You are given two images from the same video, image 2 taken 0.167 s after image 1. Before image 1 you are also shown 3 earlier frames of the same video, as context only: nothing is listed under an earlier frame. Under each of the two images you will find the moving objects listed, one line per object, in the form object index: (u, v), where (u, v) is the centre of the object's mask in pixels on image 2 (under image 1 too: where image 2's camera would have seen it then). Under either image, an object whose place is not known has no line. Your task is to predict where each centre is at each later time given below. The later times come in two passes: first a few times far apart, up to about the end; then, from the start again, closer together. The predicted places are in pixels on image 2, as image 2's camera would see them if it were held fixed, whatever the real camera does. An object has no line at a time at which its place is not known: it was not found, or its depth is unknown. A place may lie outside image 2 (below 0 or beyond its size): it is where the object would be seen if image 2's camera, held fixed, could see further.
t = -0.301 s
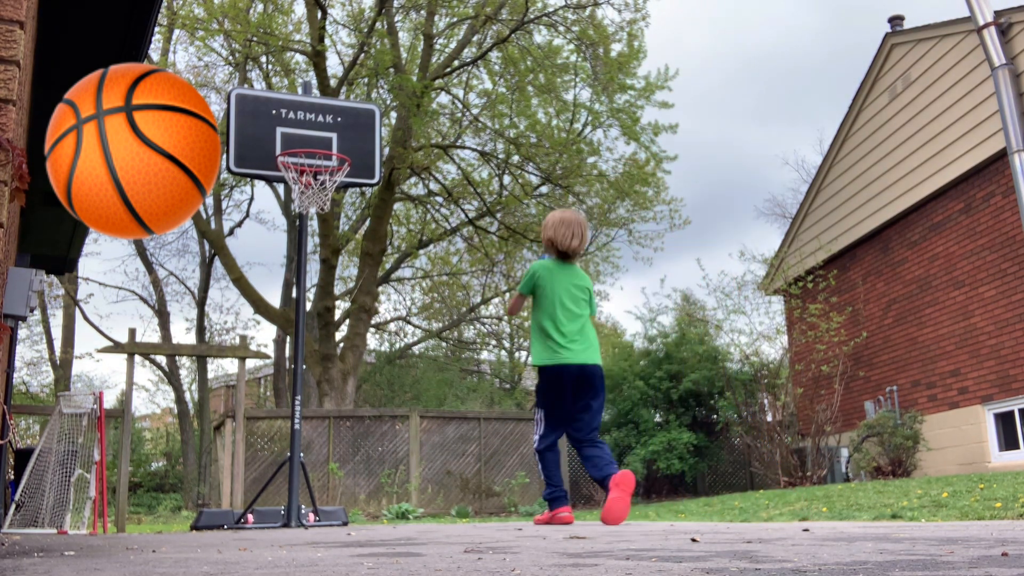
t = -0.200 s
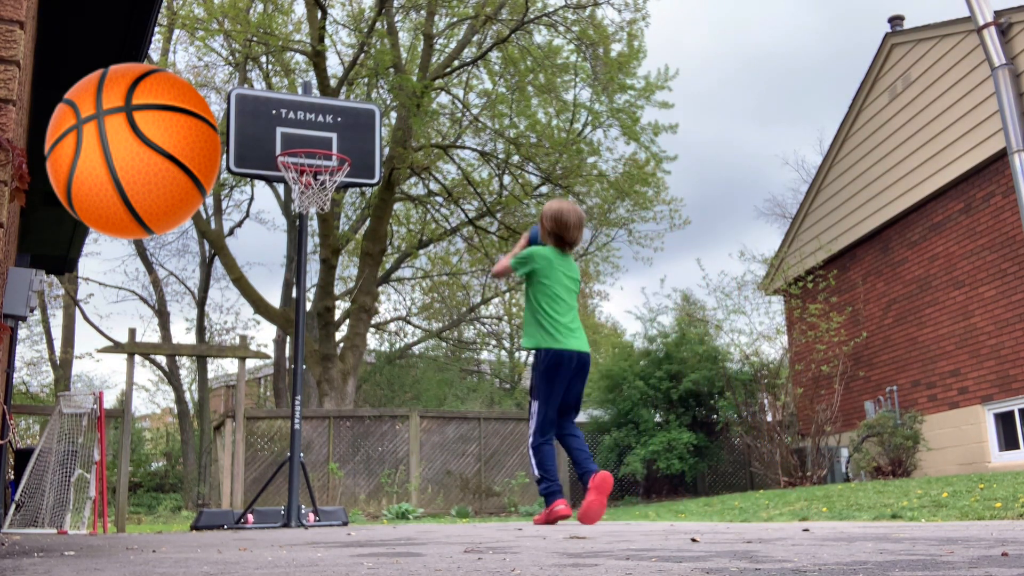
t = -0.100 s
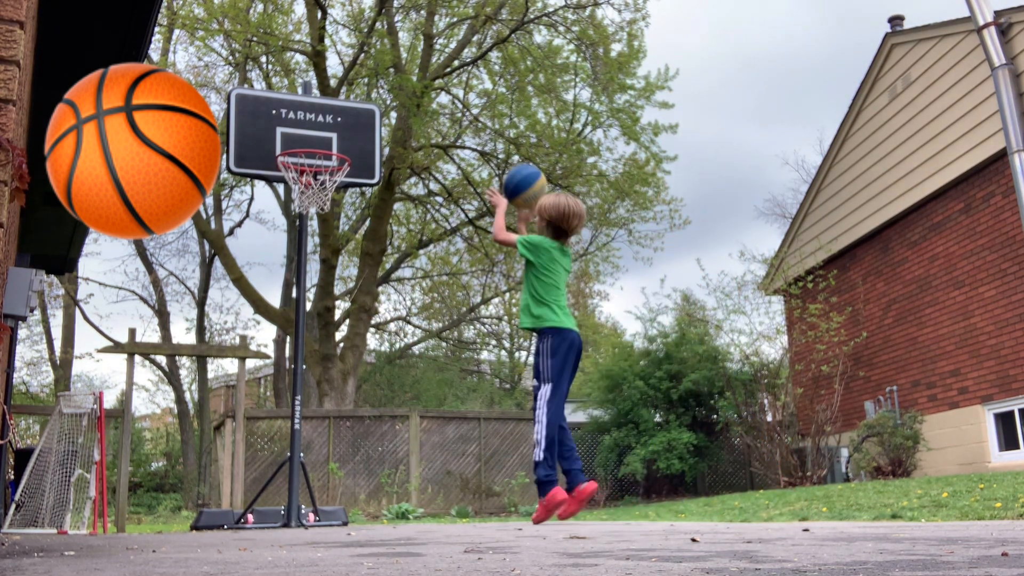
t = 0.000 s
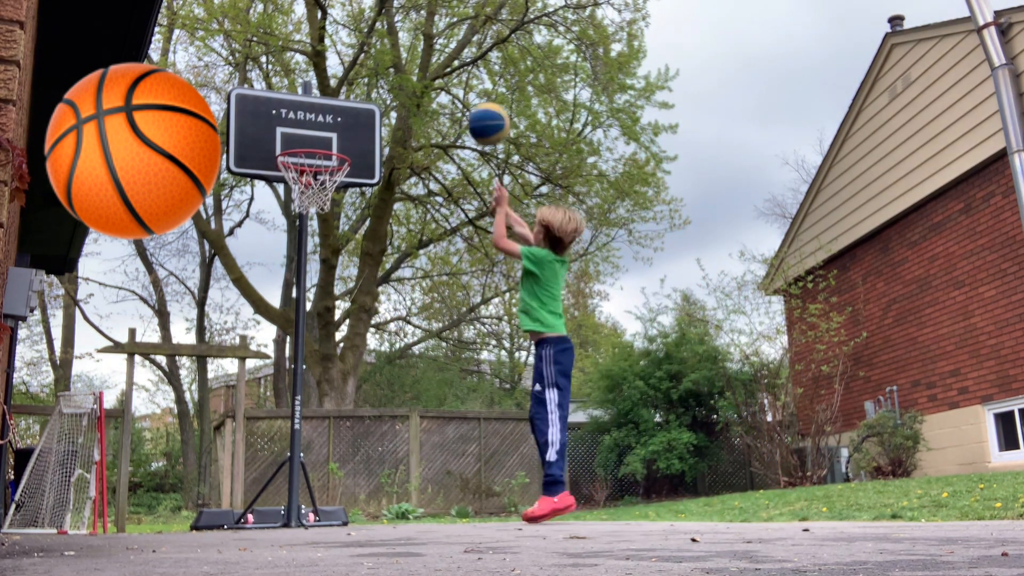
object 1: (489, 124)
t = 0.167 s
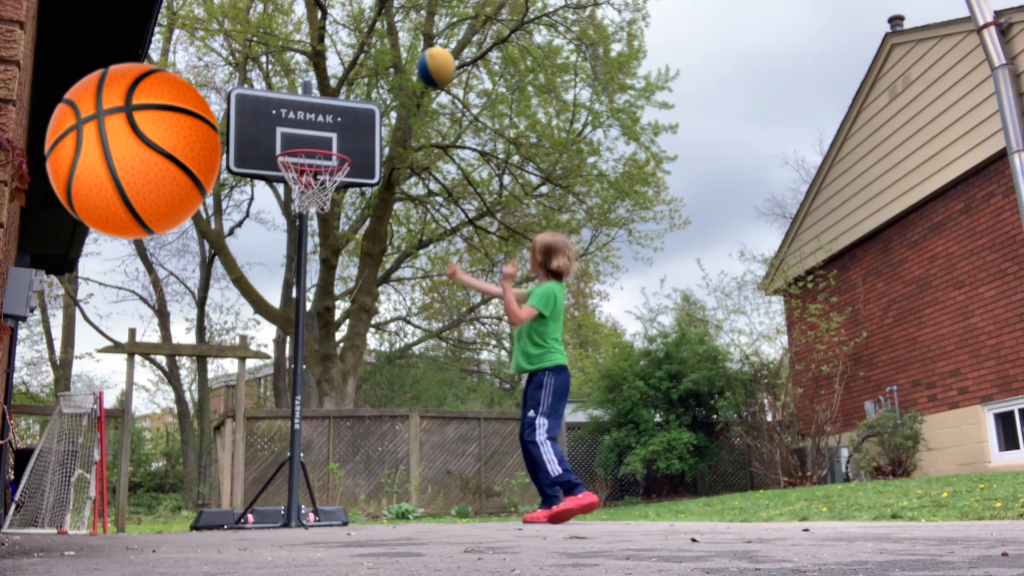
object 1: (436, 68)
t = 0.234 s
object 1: (418, 59)
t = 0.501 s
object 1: (353, 88)
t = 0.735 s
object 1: (308, 178)
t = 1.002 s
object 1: (281, 312)
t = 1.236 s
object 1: (254, 505)
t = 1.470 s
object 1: (267, 327)
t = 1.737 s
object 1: (275, 230)
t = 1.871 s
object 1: (278, 223)
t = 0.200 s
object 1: (426, 62)
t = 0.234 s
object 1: (418, 59)
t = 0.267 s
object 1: (409, 58)
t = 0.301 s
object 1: (400, 58)
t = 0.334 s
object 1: (392, 58)
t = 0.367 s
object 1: (384, 62)
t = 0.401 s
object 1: (376, 66)
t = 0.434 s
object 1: (368, 72)
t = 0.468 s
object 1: (361, 80)
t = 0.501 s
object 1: (353, 88)
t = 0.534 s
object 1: (346, 99)
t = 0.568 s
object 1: (338, 111)
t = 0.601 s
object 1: (331, 124)
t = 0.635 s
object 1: (324, 136)
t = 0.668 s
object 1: (319, 154)
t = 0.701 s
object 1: (310, 167)
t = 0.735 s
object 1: (308, 178)
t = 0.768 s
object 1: (302, 195)
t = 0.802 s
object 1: (300, 207)
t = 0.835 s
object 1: (296, 220)
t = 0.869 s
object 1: (293, 235)
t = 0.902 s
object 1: (290, 251)
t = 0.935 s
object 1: (288, 270)
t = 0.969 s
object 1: (284, 289)
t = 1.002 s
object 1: (281, 312)
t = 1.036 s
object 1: (278, 335)
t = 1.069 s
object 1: (274, 361)
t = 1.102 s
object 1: (270, 389)
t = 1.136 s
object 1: (266, 418)
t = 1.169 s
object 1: (262, 452)
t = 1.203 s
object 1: (258, 486)
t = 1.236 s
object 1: (254, 505)
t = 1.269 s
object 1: (256, 474)
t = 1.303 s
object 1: (258, 444)
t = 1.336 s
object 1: (260, 417)
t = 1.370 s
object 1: (262, 392)
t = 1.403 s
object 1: (264, 369)
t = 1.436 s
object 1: (265, 348)
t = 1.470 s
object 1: (267, 327)
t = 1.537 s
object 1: (269, 293)
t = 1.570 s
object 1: (270, 279)
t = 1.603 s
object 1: (271, 265)
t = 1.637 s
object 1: (272, 254)
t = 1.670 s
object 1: (273, 245)
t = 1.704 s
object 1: (274, 237)
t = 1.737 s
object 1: (275, 230)
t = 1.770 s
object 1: (276, 226)
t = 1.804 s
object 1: (276, 223)
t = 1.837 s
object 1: (277, 222)
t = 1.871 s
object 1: (278, 223)
